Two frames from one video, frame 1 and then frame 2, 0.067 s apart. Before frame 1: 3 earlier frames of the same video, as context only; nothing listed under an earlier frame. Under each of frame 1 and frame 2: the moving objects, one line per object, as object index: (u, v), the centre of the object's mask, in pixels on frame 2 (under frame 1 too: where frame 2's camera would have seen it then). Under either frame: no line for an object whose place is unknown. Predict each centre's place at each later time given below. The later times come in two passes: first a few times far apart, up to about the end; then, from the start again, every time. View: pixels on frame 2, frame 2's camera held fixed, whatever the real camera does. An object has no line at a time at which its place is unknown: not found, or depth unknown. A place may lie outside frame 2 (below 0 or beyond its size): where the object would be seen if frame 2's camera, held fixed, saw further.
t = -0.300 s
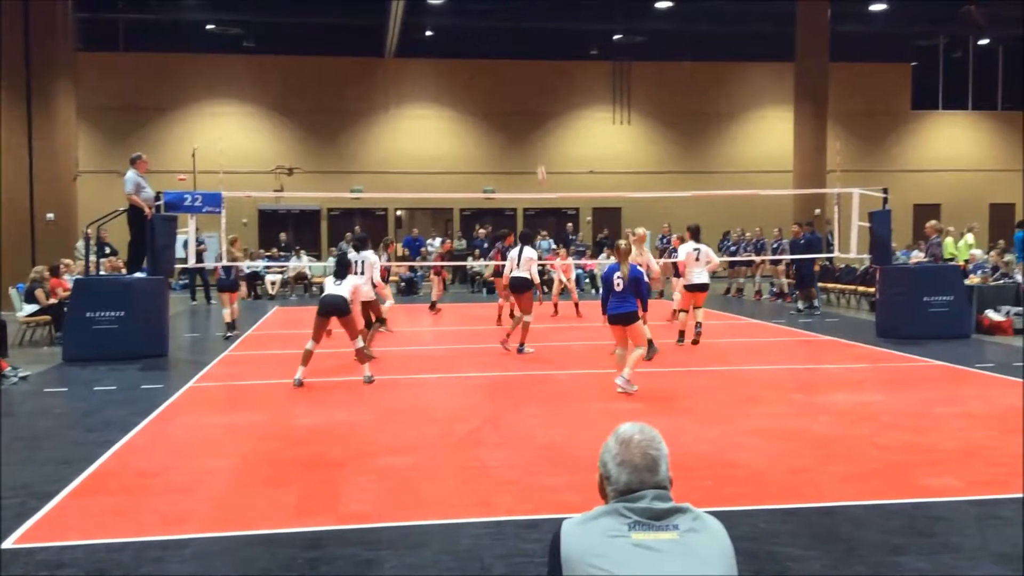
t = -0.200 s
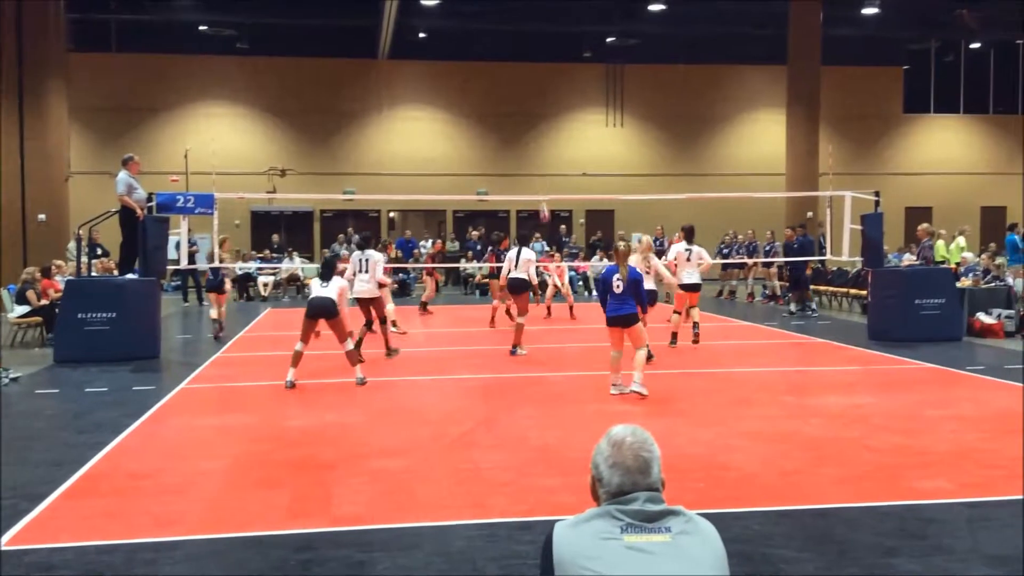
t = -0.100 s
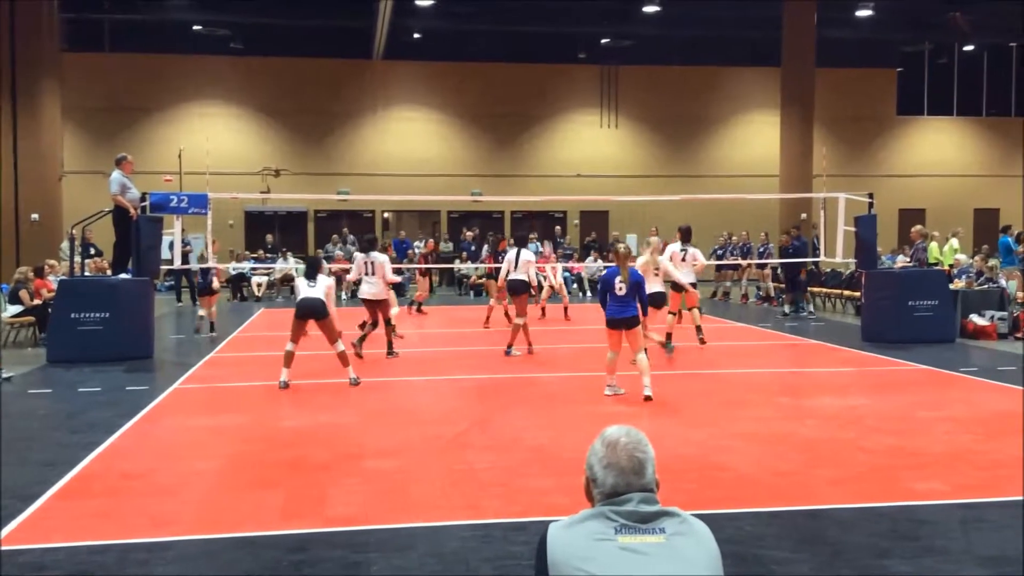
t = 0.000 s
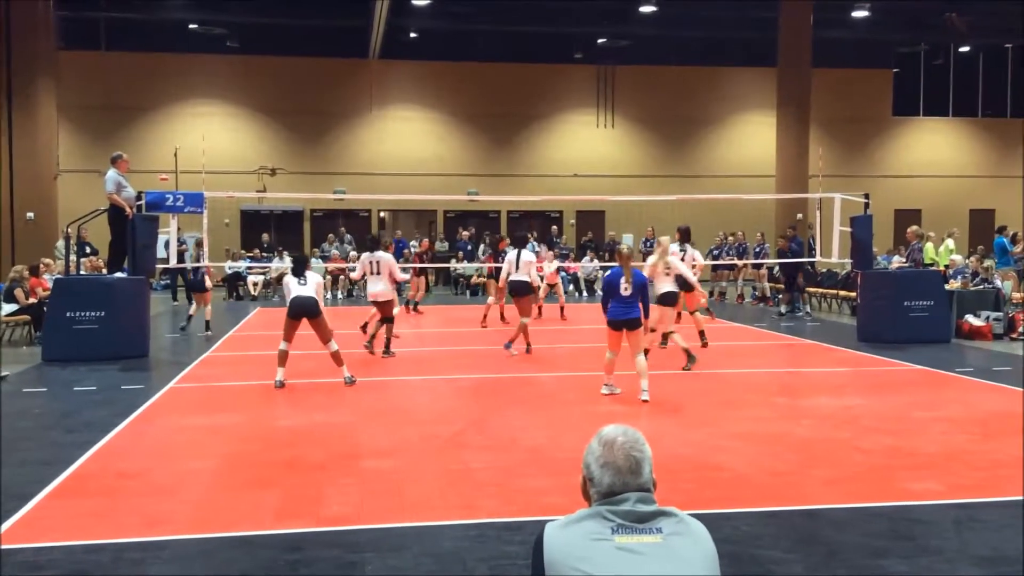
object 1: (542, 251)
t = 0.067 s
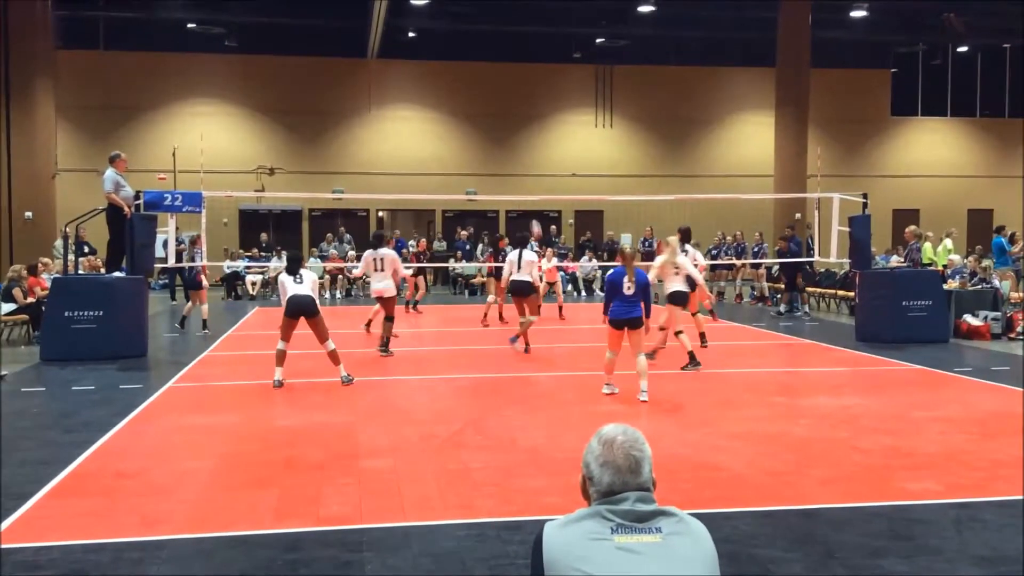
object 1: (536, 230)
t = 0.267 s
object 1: (517, 167)
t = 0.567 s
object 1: (490, 119)
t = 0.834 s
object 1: (465, 113)
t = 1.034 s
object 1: (446, 136)
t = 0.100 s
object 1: (533, 219)
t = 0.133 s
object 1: (530, 208)
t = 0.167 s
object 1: (526, 192)
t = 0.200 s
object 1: (524, 184)
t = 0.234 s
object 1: (521, 175)
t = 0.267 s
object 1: (517, 167)
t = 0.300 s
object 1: (514, 159)
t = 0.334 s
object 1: (512, 153)
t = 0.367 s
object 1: (509, 147)
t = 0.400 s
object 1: (505, 140)
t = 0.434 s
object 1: (502, 135)
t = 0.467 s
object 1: (499, 130)
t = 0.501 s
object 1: (496, 125)
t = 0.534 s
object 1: (493, 122)
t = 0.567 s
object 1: (490, 119)
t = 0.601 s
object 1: (487, 116)
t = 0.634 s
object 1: (484, 114)
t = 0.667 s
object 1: (481, 112)
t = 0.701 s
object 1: (478, 111)
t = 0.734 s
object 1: (475, 111)
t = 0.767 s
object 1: (472, 111)
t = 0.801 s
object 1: (469, 111)
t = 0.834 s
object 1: (465, 113)
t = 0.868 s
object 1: (462, 115)
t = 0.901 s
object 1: (459, 118)
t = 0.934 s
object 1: (456, 121)
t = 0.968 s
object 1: (453, 125)
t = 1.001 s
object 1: (450, 130)
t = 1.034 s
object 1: (446, 136)
